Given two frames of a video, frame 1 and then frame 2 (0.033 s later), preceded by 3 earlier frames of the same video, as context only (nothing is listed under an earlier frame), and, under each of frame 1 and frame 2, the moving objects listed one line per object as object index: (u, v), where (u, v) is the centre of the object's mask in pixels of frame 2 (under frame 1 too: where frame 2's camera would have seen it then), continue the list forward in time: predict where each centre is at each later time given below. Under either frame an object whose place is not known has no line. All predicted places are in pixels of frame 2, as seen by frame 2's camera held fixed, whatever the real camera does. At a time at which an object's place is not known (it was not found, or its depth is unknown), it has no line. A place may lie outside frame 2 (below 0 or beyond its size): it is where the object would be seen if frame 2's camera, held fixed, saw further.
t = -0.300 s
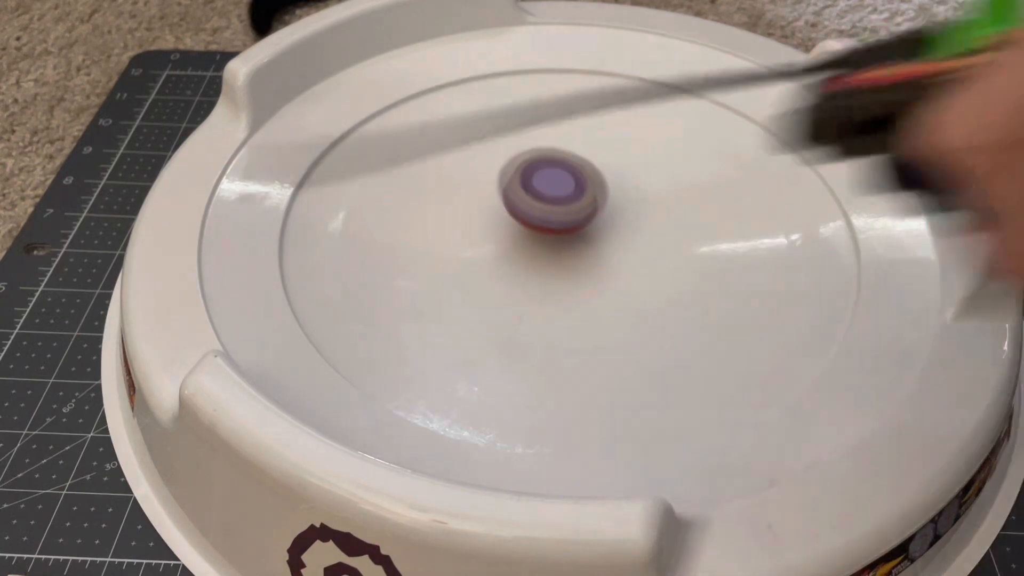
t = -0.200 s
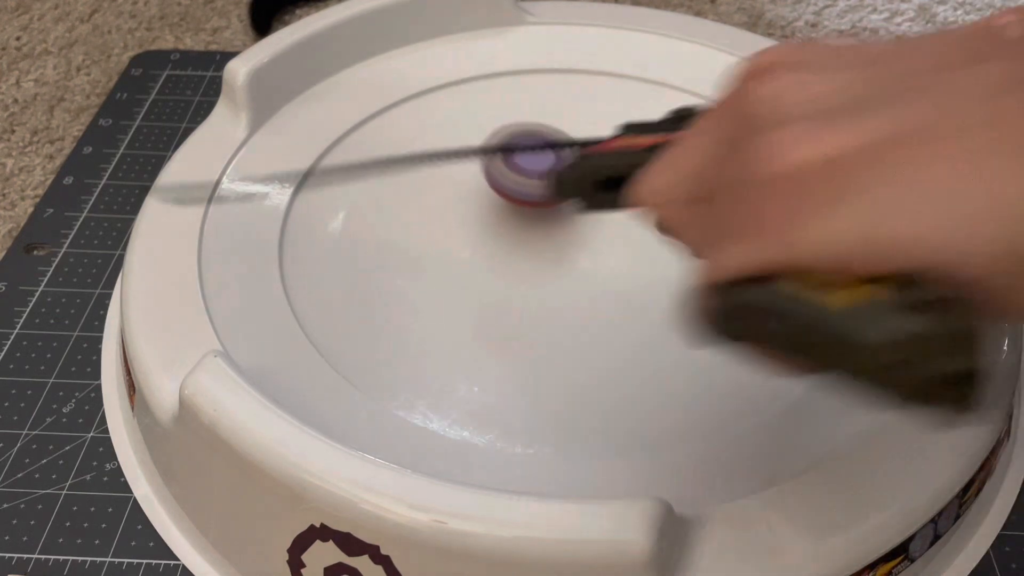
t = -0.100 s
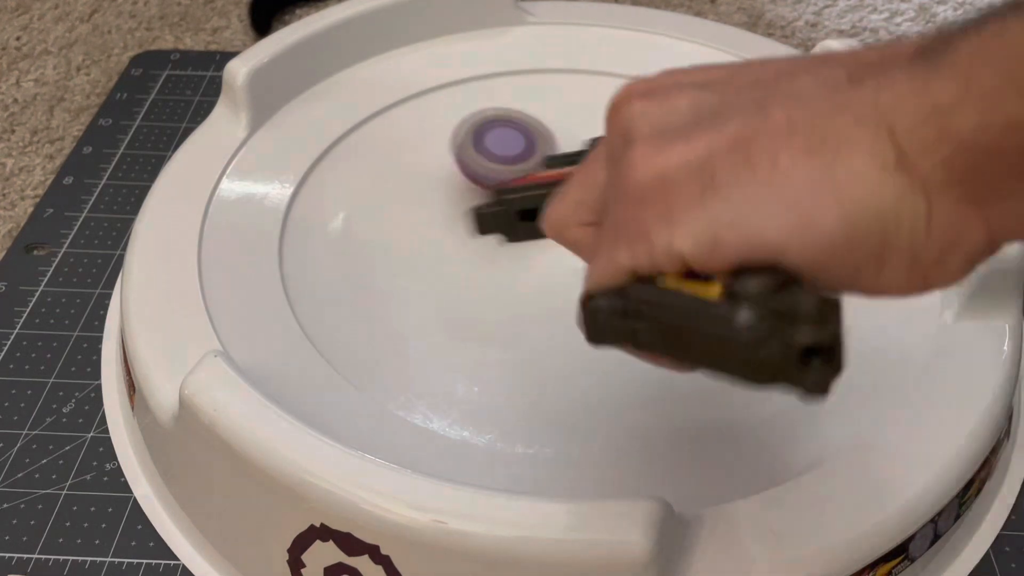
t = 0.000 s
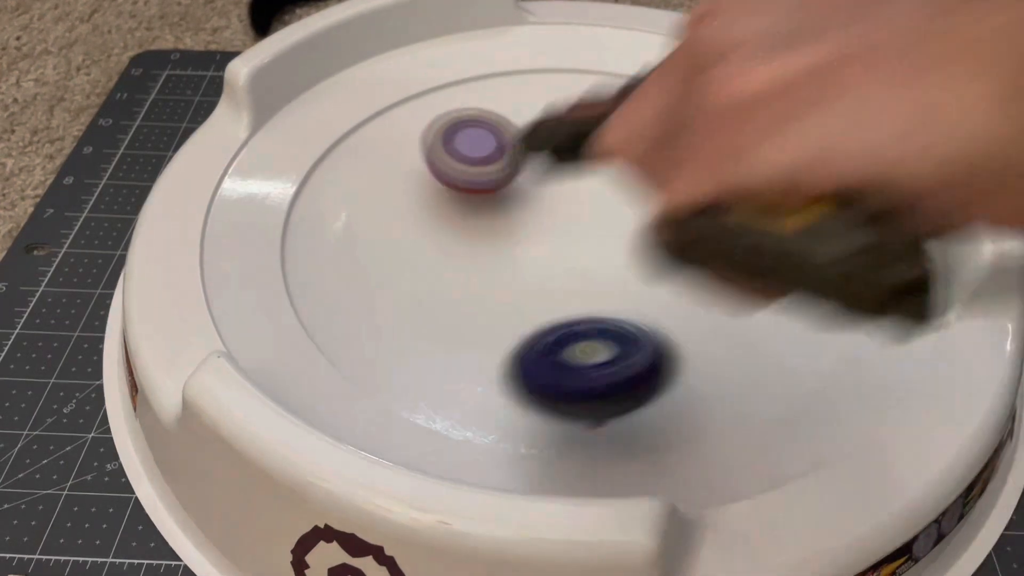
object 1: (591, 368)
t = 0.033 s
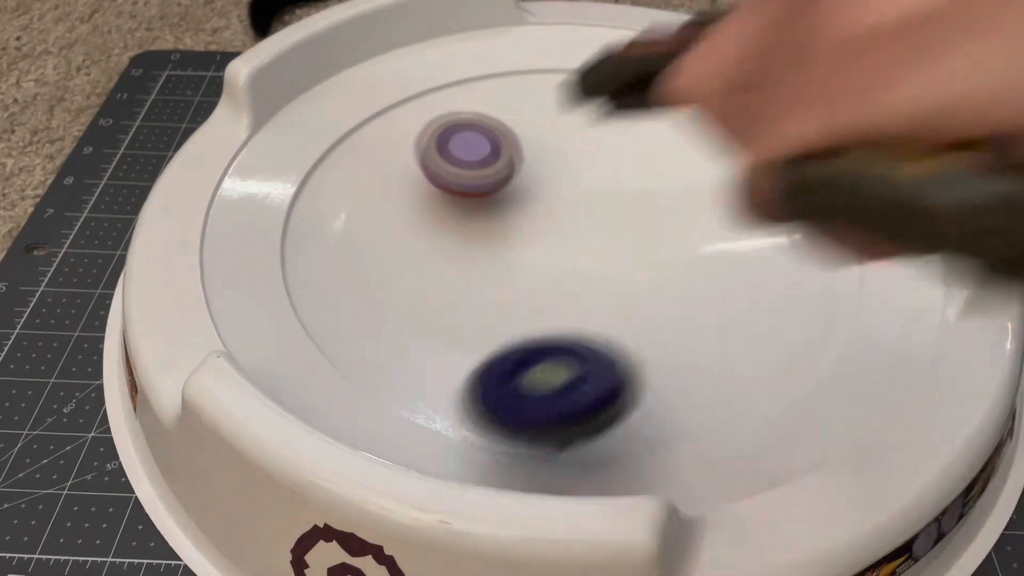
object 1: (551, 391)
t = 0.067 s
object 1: (509, 418)
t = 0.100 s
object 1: (483, 391)
